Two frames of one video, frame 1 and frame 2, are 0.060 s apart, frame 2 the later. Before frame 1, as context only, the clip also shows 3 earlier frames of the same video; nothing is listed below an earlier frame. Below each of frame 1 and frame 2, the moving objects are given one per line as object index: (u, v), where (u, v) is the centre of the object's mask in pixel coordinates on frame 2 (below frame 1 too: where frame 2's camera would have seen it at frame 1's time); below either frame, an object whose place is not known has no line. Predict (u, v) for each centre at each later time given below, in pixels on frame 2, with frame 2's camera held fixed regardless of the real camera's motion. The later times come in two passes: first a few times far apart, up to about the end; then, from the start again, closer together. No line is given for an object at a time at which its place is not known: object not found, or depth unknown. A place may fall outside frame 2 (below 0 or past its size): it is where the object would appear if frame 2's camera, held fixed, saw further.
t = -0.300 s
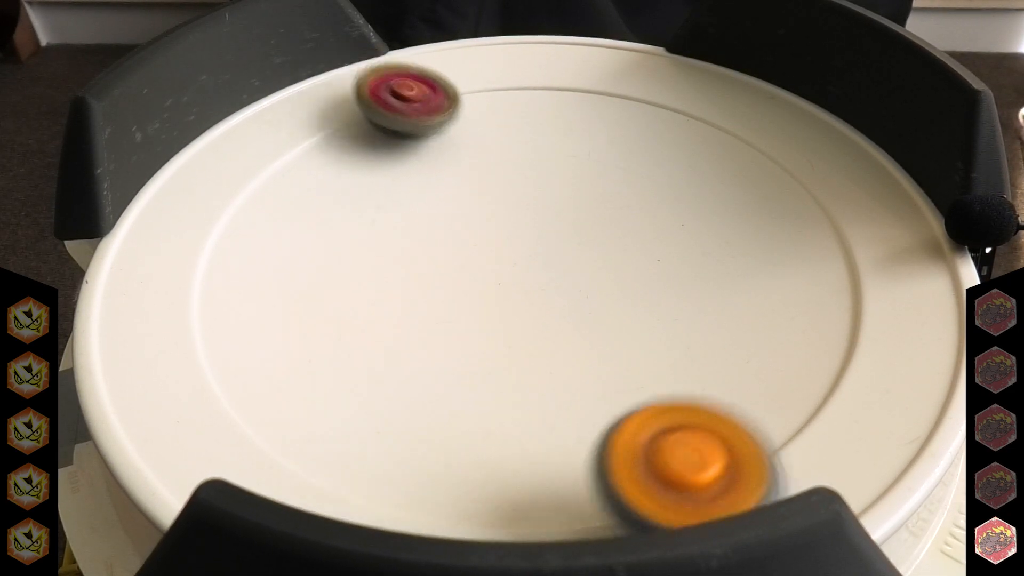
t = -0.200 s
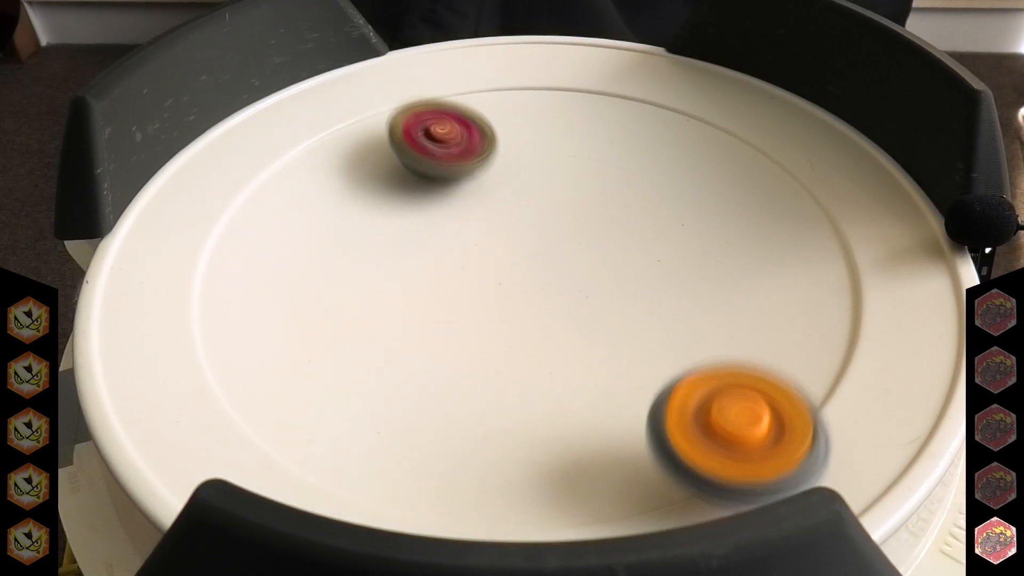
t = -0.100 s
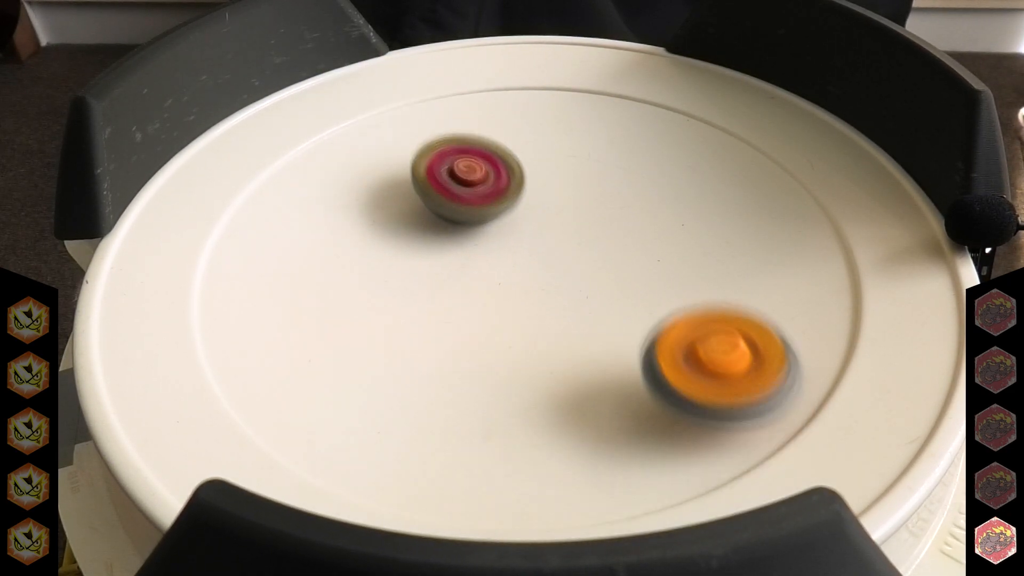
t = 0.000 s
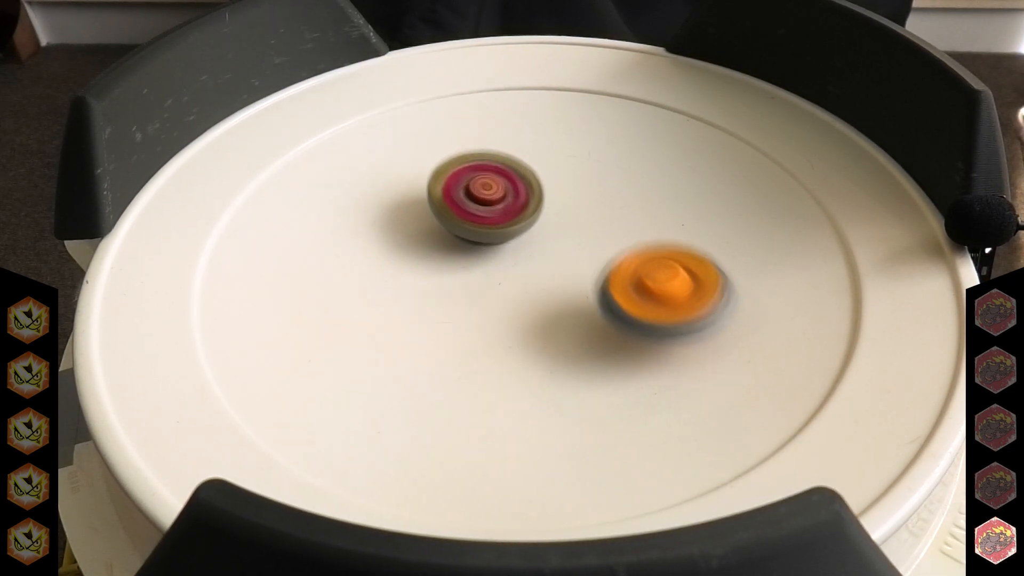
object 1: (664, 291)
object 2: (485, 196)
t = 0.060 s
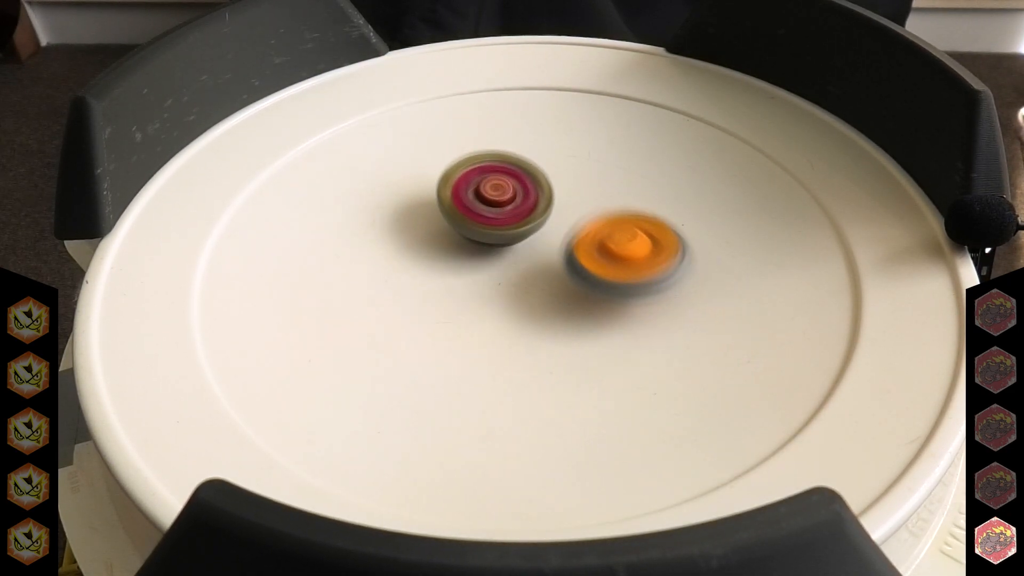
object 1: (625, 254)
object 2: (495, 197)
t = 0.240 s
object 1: (607, 225)
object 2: (441, 149)
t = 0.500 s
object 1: (536, 229)
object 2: (422, 181)
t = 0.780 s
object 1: (634, 282)
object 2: (360, 194)
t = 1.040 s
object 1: (605, 247)
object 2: (449, 247)
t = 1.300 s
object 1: (757, 208)
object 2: (304, 253)
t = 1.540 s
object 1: (632, 199)
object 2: (408, 308)
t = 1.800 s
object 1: (598, 105)
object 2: (452, 417)
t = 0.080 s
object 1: (612, 243)
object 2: (499, 197)
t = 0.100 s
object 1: (606, 237)
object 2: (498, 194)
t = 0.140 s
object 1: (614, 231)
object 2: (473, 173)
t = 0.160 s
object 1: (616, 229)
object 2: (465, 165)
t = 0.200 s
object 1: (614, 227)
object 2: (452, 154)
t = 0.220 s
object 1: (611, 226)
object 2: (446, 151)
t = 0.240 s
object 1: (607, 225)
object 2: (441, 149)
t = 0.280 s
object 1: (598, 224)
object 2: (431, 149)
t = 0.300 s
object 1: (592, 224)
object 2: (427, 150)
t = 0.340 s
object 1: (580, 224)
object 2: (420, 152)
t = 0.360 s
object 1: (574, 224)
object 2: (418, 154)
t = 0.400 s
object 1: (562, 225)
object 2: (415, 161)
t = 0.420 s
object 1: (557, 226)
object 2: (415, 164)
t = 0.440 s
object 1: (551, 226)
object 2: (416, 168)
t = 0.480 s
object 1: (541, 228)
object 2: (419, 176)
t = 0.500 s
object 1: (536, 229)
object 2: (422, 181)
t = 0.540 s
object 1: (543, 236)
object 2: (417, 182)
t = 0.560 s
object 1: (560, 246)
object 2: (404, 176)
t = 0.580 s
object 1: (576, 255)
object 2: (393, 171)
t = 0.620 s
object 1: (604, 271)
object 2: (377, 166)
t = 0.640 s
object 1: (615, 277)
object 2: (371, 167)
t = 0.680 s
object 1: (629, 285)
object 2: (364, 172)
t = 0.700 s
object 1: (633, 286)
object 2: (361, 175)
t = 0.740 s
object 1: (636, 286)
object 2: (359, 185)
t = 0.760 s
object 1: (635, 284)
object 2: (359, 190)
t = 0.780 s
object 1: (634, 282)
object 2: (360, 194)
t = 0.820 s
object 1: (631, 277)
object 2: (366, 205)
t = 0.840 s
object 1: (628, 275)
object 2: (372, 211)
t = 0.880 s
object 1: (622, 269)
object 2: (385, 222)
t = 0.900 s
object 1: (619, 266)
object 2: (393, 226)
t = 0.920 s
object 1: (615, 263)
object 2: (402, 232)
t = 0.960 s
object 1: (607, 259)
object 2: (424, 241)
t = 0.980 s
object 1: (603, 256)
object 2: (434, 244)
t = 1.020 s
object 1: (594, 253)
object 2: (459, 250)
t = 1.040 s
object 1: (605, 247)
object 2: (449, 247)
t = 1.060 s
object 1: (639, 245)
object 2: (420, 243)
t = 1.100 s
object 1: (697, 239)
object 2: (371, 234)
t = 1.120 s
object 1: (720, 236)
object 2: (352, 230)
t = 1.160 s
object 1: (756, 228)
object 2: (323, 226)
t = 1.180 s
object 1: (767, 224)
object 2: (313, 226)
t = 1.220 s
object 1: (777, 220)
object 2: (303, 231)
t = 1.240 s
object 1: (775, 217)
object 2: (301, 236)
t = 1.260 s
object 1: (772, 213)
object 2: (300, 242)
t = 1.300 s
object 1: (757, 208)
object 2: (304, 253)
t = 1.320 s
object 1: (749, 206)
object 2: (308, 260)
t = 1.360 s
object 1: (729, 202)
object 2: (318, 272)
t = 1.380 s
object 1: (719, 200)
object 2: (325, 277)
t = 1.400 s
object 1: (707, 200)
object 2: (332, 282)
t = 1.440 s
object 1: (685, 198)
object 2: (351, 293)
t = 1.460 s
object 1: (673, 198)
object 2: (360, 297)
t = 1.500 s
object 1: (652, 198)
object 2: (383, 303)
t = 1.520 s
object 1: (642, 199)
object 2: (395, 306)
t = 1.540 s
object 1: (632, 199)
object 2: (408, 308)
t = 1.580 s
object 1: (612, 201)
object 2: (434, 309)
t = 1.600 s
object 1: (603, 203)
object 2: (448, 309)
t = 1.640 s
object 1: (586, 205)
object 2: (475, 306)
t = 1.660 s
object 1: (578, 207)
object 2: (488, 303)
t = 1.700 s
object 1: (563, 211)
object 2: (513, 296)
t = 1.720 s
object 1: (559, 208)
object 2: (520, 295)
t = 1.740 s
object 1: (570, 180)
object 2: (502, 329)
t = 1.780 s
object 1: (589, 130)
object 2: (468, 388)
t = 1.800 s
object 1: (598, 105)
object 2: (452, 417)
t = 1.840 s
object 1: (608, 62)
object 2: (428, 465)
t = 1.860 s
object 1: (611, 45)
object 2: (425, 469)
